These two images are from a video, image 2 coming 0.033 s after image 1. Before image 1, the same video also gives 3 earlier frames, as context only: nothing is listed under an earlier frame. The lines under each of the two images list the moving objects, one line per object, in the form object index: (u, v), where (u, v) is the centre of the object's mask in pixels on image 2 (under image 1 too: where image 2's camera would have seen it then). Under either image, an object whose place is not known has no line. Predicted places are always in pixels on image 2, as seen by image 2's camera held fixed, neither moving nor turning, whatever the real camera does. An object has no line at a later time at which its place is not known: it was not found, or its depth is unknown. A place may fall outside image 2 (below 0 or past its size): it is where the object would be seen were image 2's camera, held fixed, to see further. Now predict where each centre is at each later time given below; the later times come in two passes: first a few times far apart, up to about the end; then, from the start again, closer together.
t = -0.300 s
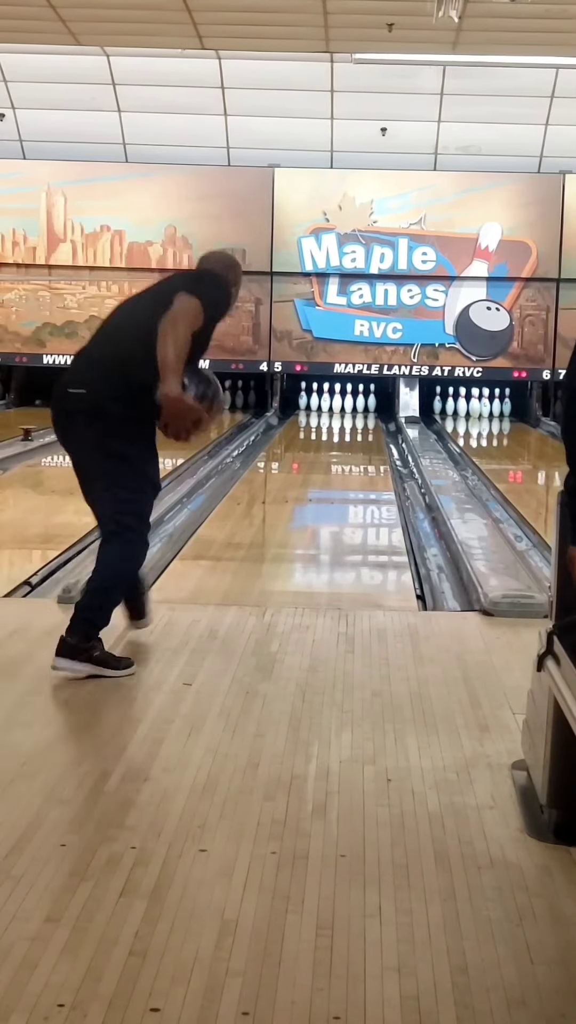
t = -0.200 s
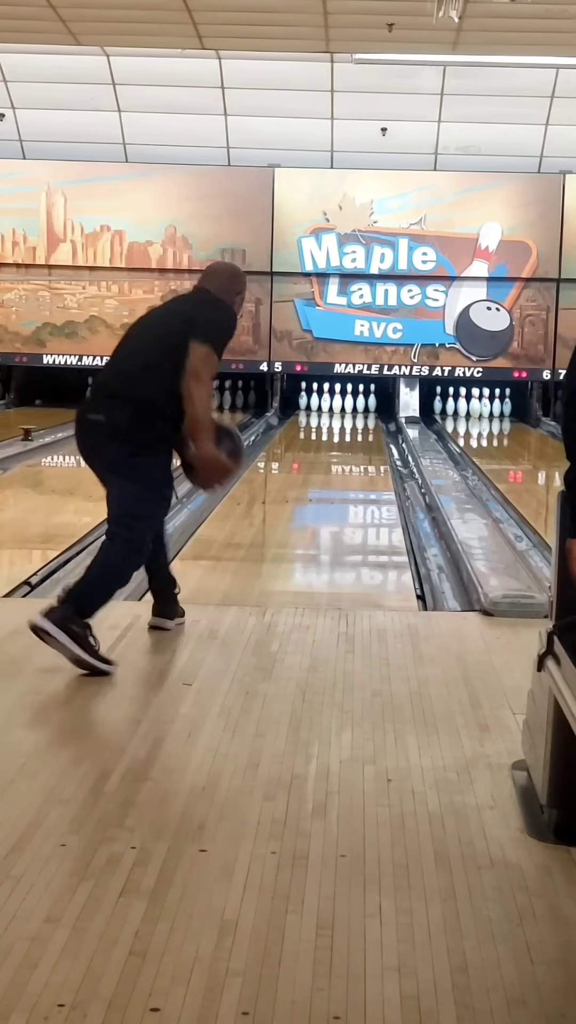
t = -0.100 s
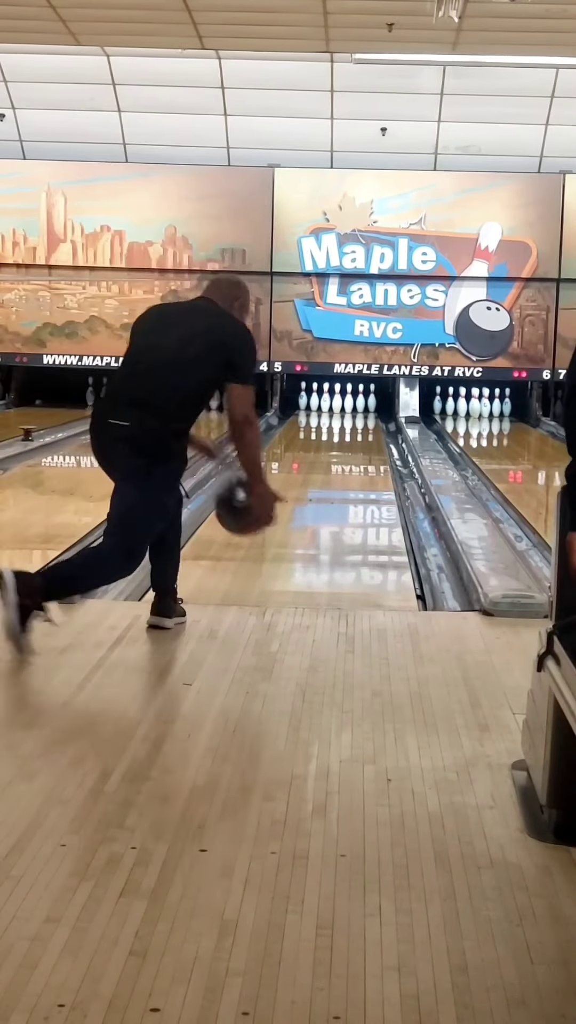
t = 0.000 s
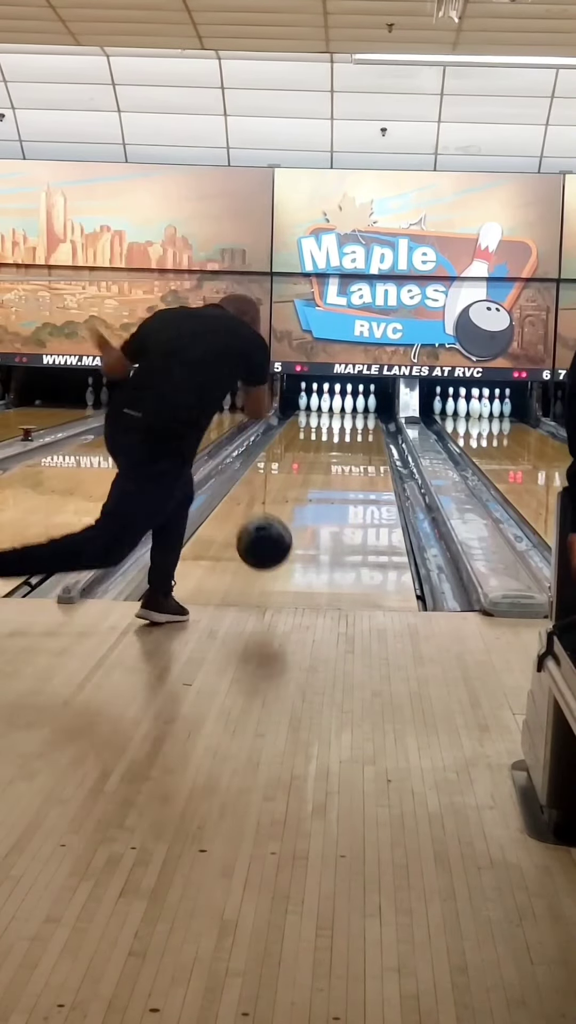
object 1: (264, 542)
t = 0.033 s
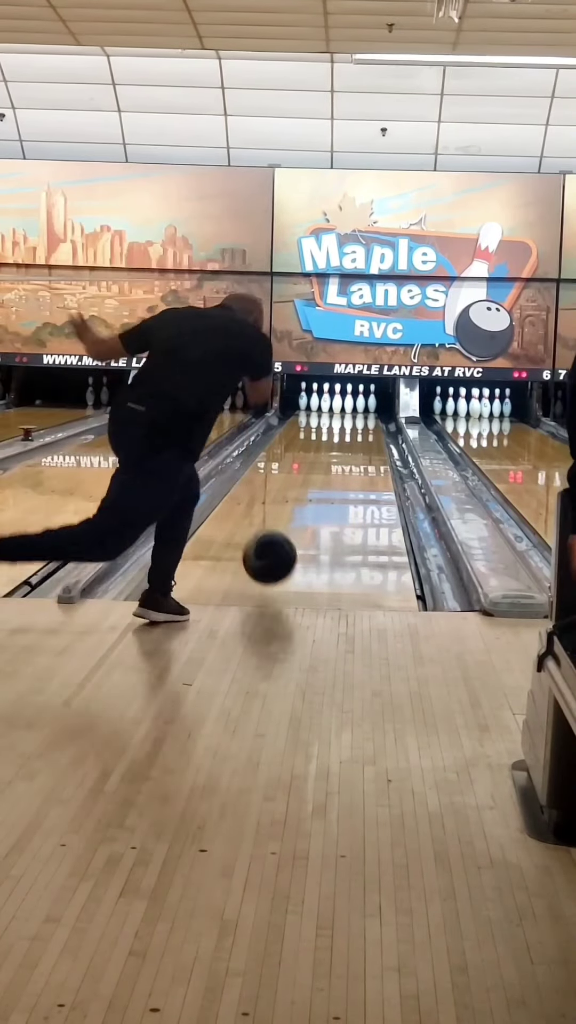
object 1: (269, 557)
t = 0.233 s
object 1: (295, 534)
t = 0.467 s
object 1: (317, 506)
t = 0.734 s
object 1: (334, 483)
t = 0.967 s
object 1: (345, 467)
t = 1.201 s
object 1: (353, 455)
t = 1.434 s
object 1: (358, 444)
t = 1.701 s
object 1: (360, 434)
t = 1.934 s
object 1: (359, 427)
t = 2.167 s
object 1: (357, 421)
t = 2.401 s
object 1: (351, 416)
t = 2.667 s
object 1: (342, 411)
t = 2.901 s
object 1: (335, 408)
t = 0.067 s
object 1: (274, 560)
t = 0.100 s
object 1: (279, 549)
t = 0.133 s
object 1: (284, 542)
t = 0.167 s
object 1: (288, 537)
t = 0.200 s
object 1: (292, 534)
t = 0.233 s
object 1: (295, 534)
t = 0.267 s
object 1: (299, 531)
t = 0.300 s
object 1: (302, 527)
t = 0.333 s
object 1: (305, 522)
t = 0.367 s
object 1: (309, 518)
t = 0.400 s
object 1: (311, 514)
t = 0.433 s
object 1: (314, 510)
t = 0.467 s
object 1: (317, 506)
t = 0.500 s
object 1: (319, 503)
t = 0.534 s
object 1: (322, 500)
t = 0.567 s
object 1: (324, 497)
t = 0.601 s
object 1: (327, 495)
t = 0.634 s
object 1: (329, 491)
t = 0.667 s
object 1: (331, 488)
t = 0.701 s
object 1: (332, 486)
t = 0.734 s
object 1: (334, 483)
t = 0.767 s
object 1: (336, 481)
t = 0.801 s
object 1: (338, 478)
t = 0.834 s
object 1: (340, 476)
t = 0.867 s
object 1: (341, 474)
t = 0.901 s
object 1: (342, 471)
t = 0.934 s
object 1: (343, 469)
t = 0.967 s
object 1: (345, 467)
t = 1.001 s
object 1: (347, 465)
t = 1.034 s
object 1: (348, 464)
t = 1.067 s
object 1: (349, 462)
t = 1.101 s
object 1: (350, 460)
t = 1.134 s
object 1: (351, 458)
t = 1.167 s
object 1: (352, 456)
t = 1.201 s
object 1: (353, 455)
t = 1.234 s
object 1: (354, 453)
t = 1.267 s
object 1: (354, 452)
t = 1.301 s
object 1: (355, 450)
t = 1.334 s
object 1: (356, 448)
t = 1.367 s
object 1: (356, 447)
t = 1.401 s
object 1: (357, 446)
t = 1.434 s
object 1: (358, 444)
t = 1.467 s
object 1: (358, 443)
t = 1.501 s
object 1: (359, 441)
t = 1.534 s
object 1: (359, 440)
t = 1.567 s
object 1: (359, 439)
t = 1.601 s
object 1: (360, 438)
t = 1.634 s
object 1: (360, 437)
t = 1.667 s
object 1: (360, 435)
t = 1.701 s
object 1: (360, 434)
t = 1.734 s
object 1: (360, 433)
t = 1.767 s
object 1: (360, 432)
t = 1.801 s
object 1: (360, 432)
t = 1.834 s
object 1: (360, 430)
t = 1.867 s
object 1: (360, 429)
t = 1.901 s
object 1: (359, 428)
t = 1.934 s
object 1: (359, 427)
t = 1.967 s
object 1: (359, 426)
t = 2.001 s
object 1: (359, 425)
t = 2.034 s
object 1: (358, 425)
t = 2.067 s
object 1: (358, 424)
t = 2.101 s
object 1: (358, 423)
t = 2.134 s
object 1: (357, 422)
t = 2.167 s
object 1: (357, 421)
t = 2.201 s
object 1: (356, 421)
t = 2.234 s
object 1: (355, 420)
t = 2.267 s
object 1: (354, 419)
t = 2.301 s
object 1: (354, 418)
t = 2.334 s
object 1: (353, 418)
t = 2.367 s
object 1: (352, 417)
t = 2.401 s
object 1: (351, 416)
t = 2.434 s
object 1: (350, 416)
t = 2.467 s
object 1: (349, 415)
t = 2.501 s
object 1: (348, 414)
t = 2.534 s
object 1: (346, 414)
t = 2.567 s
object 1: (345, 413)
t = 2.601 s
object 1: (345, 413)
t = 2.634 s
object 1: (343, 412)
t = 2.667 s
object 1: (342, 411)
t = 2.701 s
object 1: (341, 411)
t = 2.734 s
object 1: (340, 410)
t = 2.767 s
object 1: (339, 410)
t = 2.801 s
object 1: (338, 409)
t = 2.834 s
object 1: (337, 409)
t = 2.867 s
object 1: (336, 408)
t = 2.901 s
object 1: (335, 408)
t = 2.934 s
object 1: (335, 407)
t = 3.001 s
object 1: (332, 406)
